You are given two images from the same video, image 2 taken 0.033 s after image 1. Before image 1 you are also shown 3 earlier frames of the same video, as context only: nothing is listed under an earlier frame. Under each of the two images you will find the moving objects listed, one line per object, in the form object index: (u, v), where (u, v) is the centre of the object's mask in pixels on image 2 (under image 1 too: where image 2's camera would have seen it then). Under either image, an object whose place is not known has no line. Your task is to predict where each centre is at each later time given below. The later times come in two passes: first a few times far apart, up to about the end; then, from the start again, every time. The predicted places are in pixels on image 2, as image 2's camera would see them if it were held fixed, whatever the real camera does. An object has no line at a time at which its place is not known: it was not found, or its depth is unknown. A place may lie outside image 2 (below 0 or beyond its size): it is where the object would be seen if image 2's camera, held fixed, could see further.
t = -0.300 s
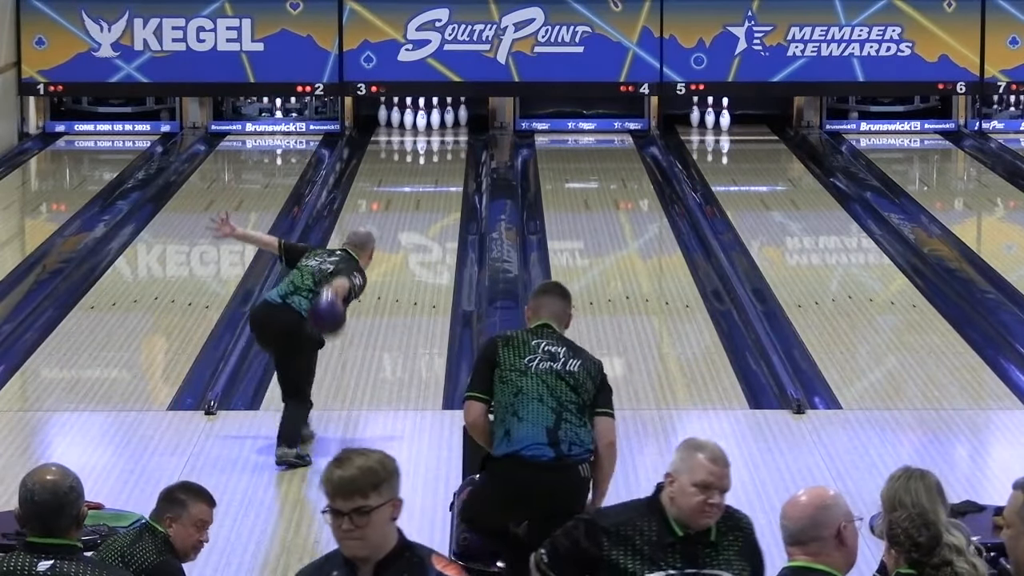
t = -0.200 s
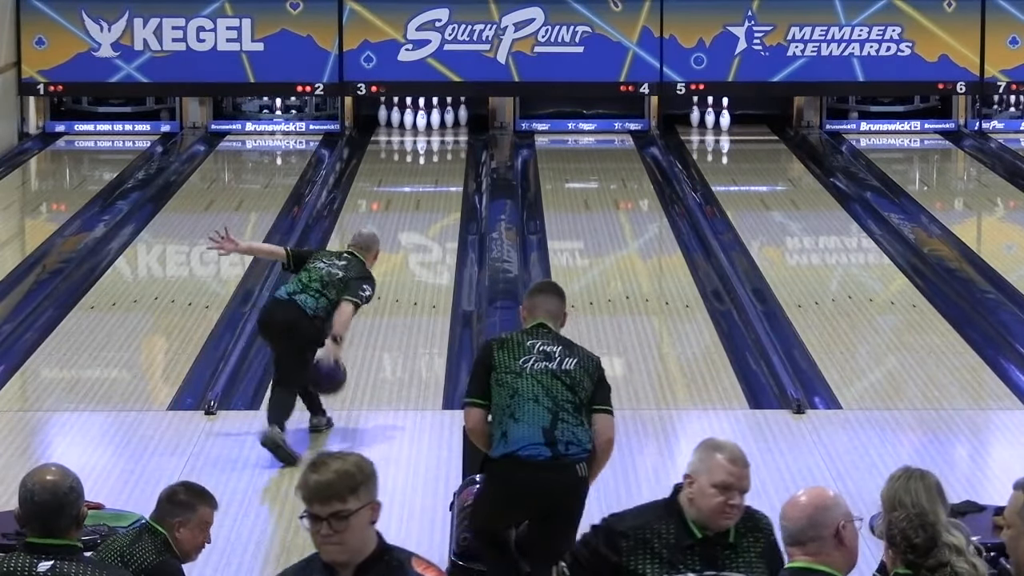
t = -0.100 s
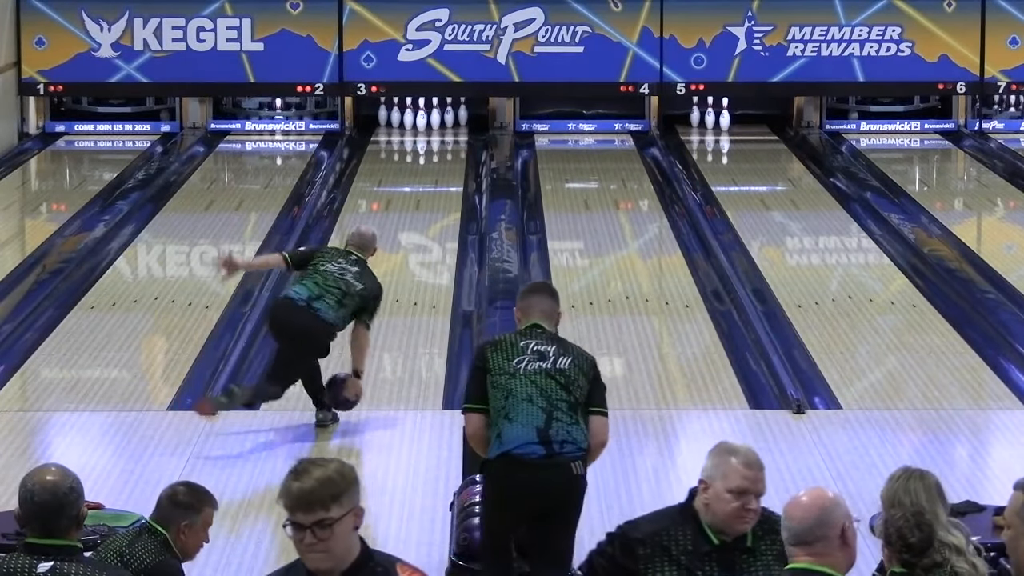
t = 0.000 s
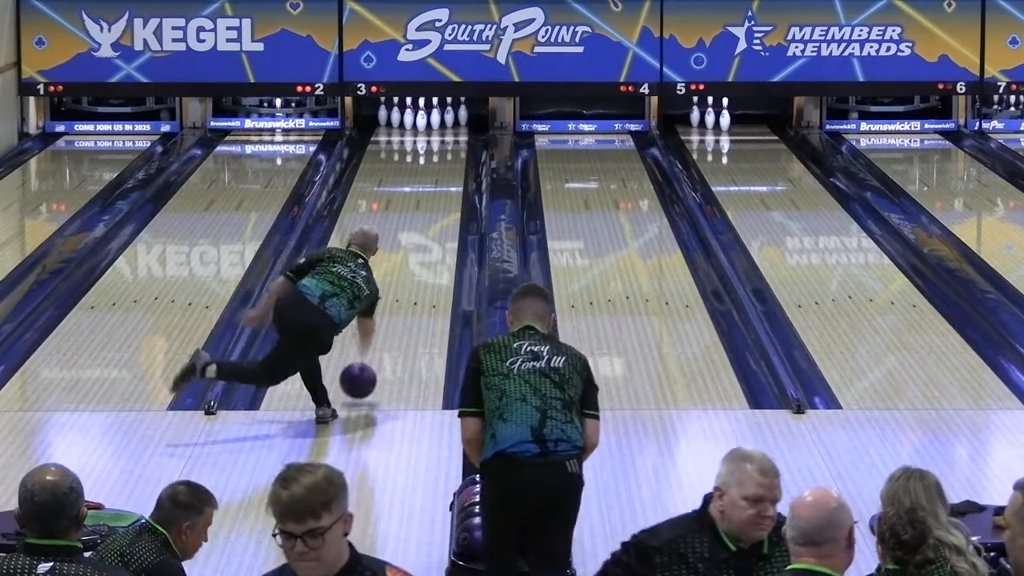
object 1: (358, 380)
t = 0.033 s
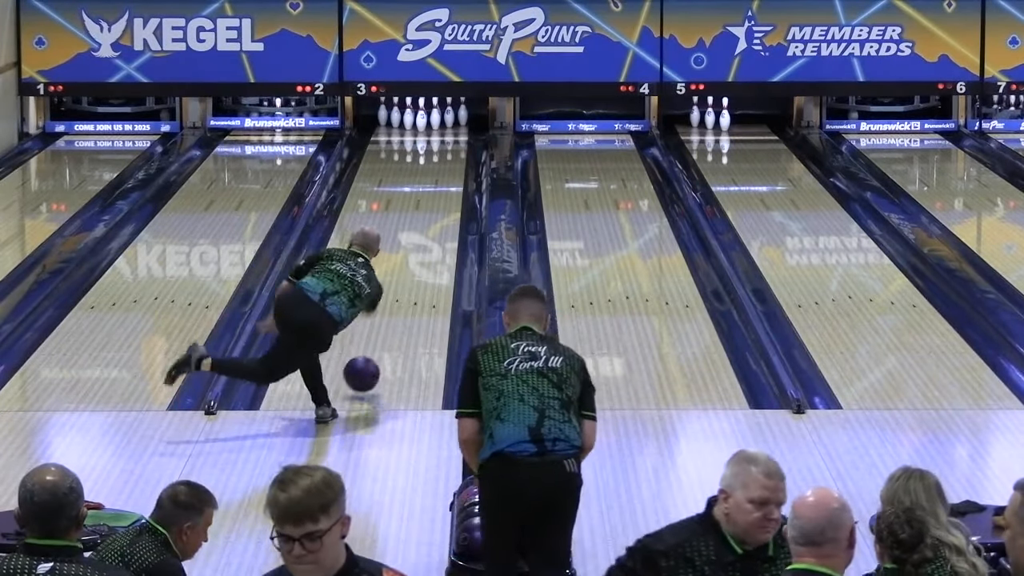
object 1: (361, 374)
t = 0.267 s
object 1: (386, 334)
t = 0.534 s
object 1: (406, 292)
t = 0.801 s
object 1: (423, 256)
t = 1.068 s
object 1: (436, 225)
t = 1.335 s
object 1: (446, 199)
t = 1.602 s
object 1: (450, 177)
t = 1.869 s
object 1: (450, 158)
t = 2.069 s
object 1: (446, 145)
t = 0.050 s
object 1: (363, 371)
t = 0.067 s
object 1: (365, 369)
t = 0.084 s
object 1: (367, 368)
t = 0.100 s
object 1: (369, 365)
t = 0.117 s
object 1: (370, 361)
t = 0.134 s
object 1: (372, 358)
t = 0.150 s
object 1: (374, 355)
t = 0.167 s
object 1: (375, 352)
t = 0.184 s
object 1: (377, 349)
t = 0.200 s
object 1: (379, 346)
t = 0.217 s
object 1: (380, 343)
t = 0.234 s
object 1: (382, 340)
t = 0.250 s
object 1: (384, 337)
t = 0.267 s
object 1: (386, 334)
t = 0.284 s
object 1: (387, 331)
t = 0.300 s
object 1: (389, 328)
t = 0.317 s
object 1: (390, 325)
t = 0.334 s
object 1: (391, 323)
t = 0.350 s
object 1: (392, 320)
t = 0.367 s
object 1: (393, 317)
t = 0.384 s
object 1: (395, 315)
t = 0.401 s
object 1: (396, 312)
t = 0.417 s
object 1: (397, 310)
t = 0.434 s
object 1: (395, 310)
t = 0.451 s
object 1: (392, 310)
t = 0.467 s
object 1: (410, 300)
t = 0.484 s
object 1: (407, 298)
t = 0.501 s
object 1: (405, 297)
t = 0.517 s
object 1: (405, 294)
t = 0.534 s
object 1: (406, 292)
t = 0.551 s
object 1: (407, 289)
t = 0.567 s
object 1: (408, 287)
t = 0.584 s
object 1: (410, 285)
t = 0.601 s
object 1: (411, 282)
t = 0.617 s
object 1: (412, 280)
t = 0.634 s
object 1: (413, 278)
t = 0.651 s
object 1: (414, 275)
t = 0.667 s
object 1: (415, 273)
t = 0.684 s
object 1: (416, 271)
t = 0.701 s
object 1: (417, 268)
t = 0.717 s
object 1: (418, 266)
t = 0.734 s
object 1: (419, 264)
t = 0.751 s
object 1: (420, 262)
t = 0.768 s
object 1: (421, 260)
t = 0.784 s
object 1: (422, 258)
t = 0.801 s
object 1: (423, 256)
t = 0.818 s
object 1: (424, 254)
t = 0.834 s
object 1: (425, 252)
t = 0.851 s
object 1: (426, 250)
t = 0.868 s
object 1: (427, 248)
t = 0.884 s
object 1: (428, 246)
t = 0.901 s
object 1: (428, 244)
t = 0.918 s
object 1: (429, 242)
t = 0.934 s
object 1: (430, 240)
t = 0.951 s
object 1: (431, 238)
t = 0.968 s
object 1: (432, 236)
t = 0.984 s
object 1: (432, 235)
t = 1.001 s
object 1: (433, 233)
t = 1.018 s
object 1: (434, 231)
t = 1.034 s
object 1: (435, 229)
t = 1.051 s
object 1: (435, 227)
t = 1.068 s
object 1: (436, 225)
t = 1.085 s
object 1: (437, 224)
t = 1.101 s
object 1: (438, 222)
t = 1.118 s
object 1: (438, 220)
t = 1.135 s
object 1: (439, 219)
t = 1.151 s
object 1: (440, 217)
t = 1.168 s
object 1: (441, 215)
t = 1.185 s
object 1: (441, 213)
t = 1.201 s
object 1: (442, 212)
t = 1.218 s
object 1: (442, 210)
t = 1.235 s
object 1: (443, 208)
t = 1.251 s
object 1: (444, 207)
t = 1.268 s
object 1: (444, 205)
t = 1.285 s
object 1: (444, 204)
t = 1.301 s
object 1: (445, 202)
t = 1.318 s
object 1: (445, 200)
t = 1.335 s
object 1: (446, 199)
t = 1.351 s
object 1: (446, 198)
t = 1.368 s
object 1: (446, 196)
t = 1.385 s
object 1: (447, 195)
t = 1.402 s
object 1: (447, 193)
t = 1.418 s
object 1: (447, 192)
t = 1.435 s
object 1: (448, 191)
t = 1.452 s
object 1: (448, 189)
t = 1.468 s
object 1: (448, 188)
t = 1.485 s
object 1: (449, 186)
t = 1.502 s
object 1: (449, 185)
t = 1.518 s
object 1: (449, 184)
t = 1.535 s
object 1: (449, 182)
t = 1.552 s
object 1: (450, 181)
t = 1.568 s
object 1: (450, 180)
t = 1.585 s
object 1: (450, 178)
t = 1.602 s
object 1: (450, 177)
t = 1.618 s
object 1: (450, 176)
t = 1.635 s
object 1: (451, 175)
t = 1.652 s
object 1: (451, 173)
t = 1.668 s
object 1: (451, 172)
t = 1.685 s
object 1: (451, 171)
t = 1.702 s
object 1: (451, 170)
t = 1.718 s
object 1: (451, 169)
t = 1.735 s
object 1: (451, 167)
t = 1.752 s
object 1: (451, 166)
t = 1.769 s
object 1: (451, 165)
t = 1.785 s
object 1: (451, 164)
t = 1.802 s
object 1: (450, 163)
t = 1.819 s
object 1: (451, 162)
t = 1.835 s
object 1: (451, 160)
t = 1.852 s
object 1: (450, 159)
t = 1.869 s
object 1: (450, 158)
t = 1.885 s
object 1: (450, 157)
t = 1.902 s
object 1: (450, 155)
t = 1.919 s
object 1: (449, 155)
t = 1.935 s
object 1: (449, 154)
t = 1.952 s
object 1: (449, 153)
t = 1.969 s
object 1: (449, 152)
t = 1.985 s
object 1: (448, 151)
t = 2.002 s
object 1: (448, 150)
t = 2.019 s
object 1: (447, 149)
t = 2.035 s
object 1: (446, 147)
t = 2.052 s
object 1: (446, 146)
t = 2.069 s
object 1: (446, 145)
